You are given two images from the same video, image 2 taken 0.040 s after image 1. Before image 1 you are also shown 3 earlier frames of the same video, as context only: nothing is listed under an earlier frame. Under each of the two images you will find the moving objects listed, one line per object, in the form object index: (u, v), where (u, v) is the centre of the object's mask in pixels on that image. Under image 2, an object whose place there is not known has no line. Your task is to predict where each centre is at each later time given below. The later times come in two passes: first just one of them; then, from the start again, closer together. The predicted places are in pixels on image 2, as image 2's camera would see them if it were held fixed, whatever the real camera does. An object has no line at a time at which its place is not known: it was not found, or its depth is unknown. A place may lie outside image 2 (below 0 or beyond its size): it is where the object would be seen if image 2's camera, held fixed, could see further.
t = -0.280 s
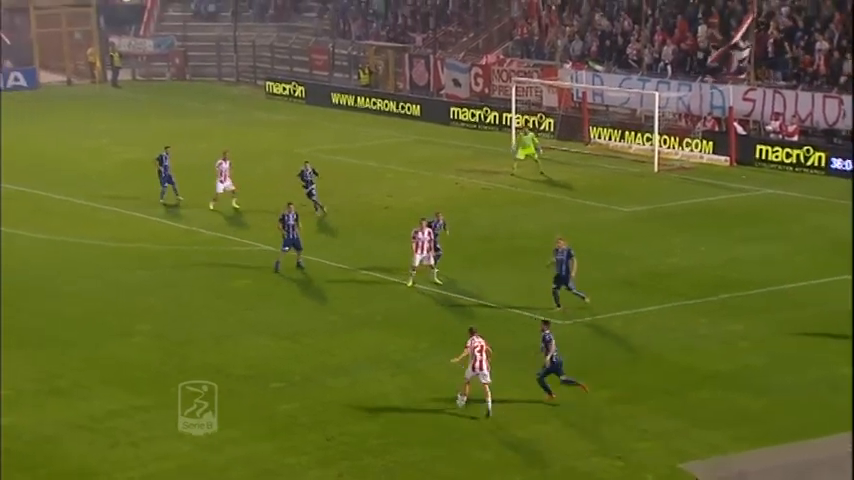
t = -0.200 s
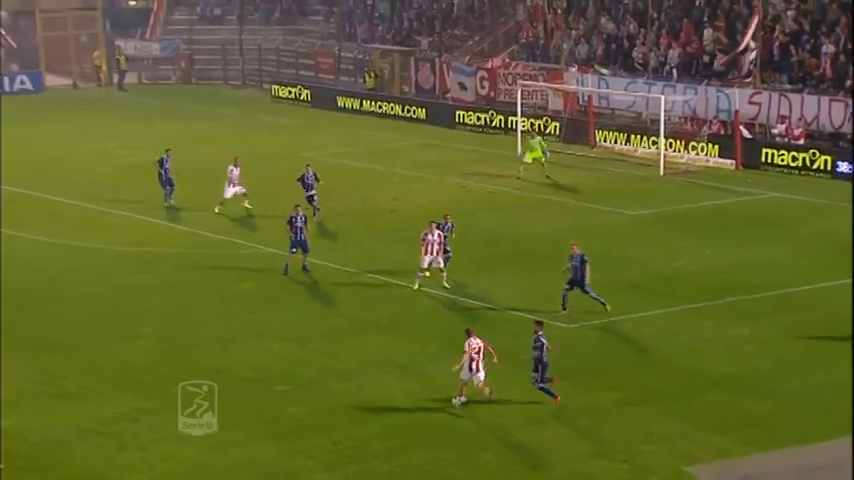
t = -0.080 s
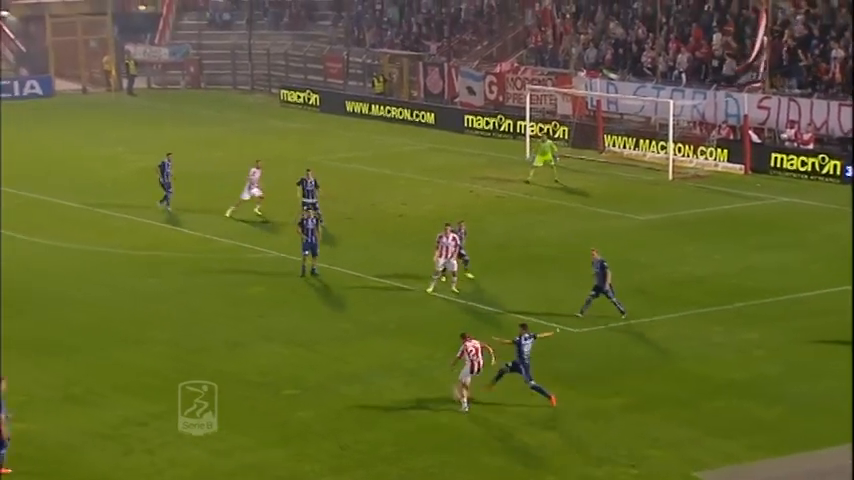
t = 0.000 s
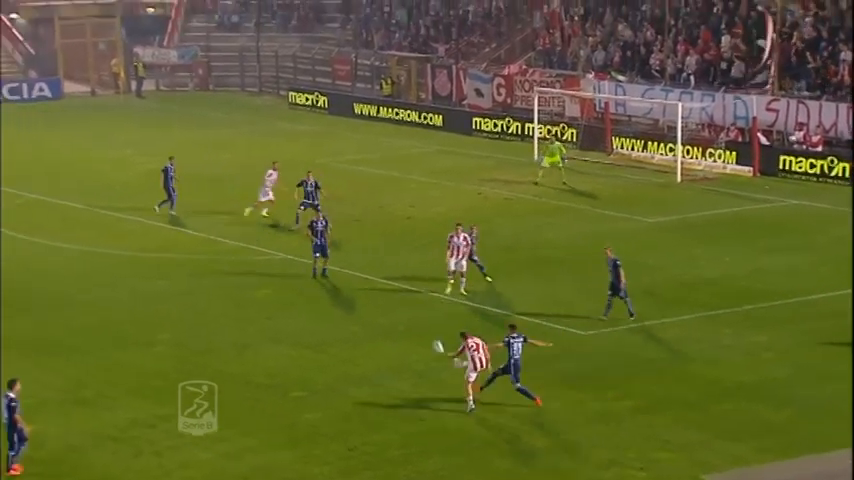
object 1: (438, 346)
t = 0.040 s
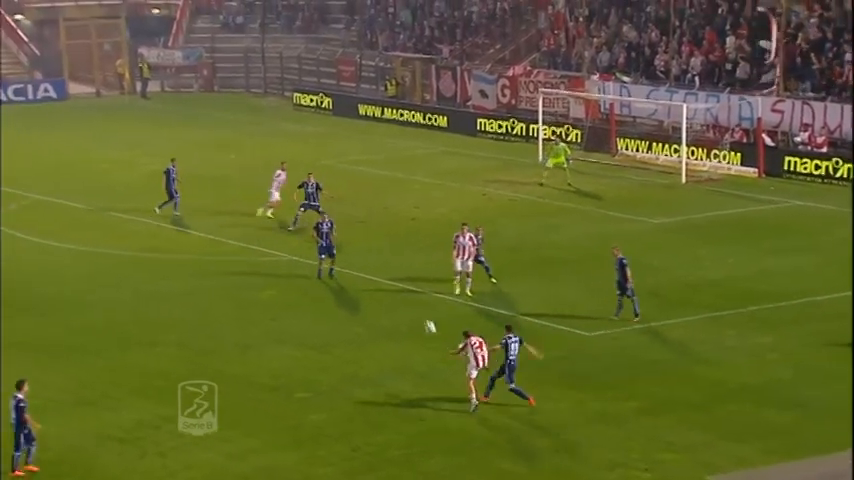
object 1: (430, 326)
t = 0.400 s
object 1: (361, 190)
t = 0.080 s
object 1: (419, 307)
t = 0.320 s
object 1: (372, 213)
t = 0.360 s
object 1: (366, 201)
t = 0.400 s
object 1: (361, 190)
